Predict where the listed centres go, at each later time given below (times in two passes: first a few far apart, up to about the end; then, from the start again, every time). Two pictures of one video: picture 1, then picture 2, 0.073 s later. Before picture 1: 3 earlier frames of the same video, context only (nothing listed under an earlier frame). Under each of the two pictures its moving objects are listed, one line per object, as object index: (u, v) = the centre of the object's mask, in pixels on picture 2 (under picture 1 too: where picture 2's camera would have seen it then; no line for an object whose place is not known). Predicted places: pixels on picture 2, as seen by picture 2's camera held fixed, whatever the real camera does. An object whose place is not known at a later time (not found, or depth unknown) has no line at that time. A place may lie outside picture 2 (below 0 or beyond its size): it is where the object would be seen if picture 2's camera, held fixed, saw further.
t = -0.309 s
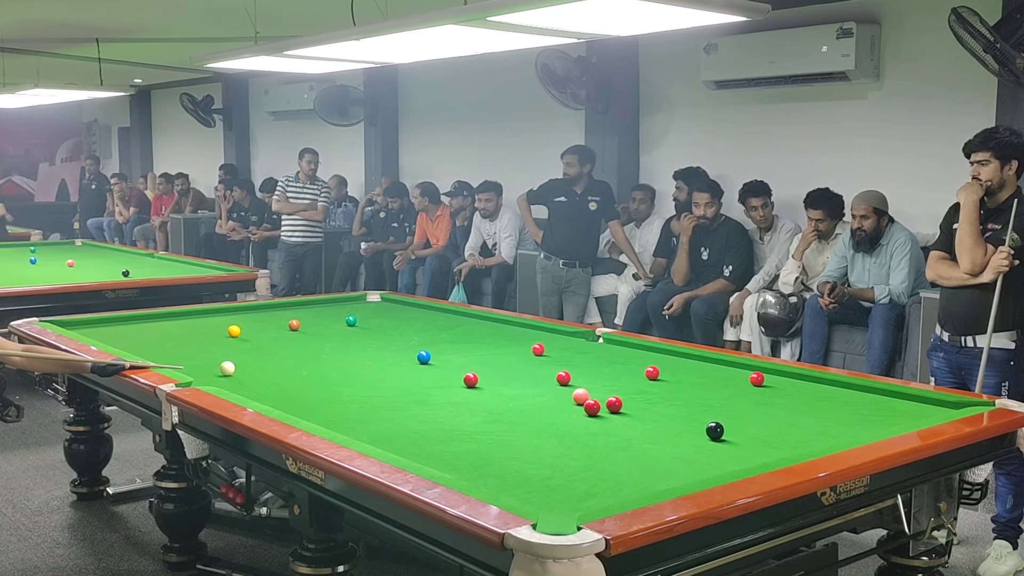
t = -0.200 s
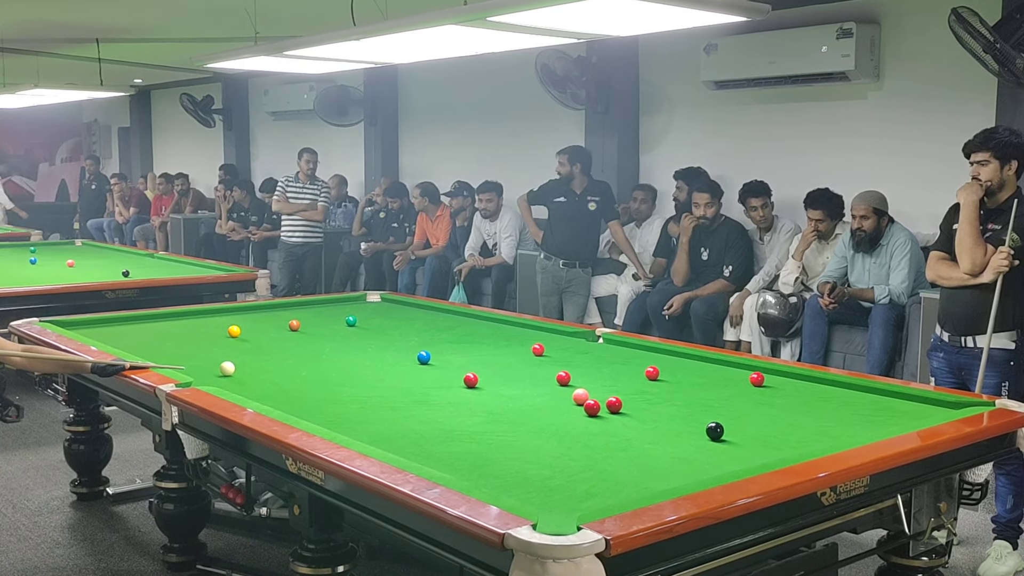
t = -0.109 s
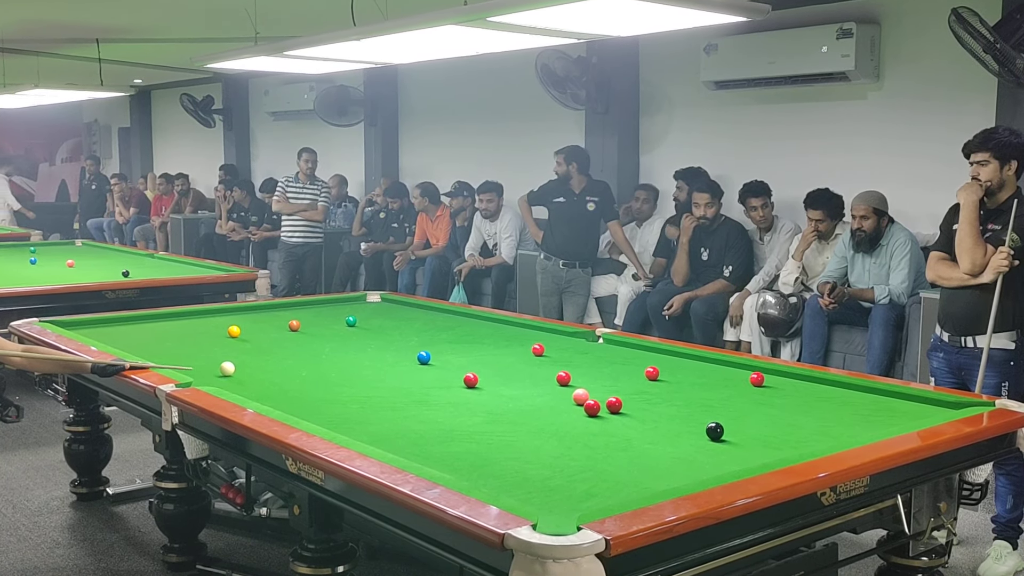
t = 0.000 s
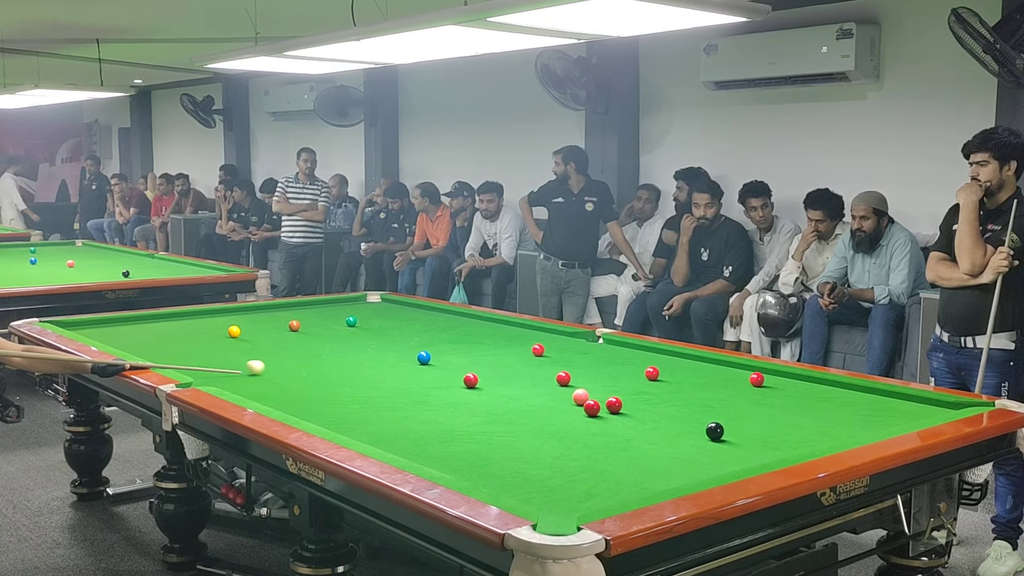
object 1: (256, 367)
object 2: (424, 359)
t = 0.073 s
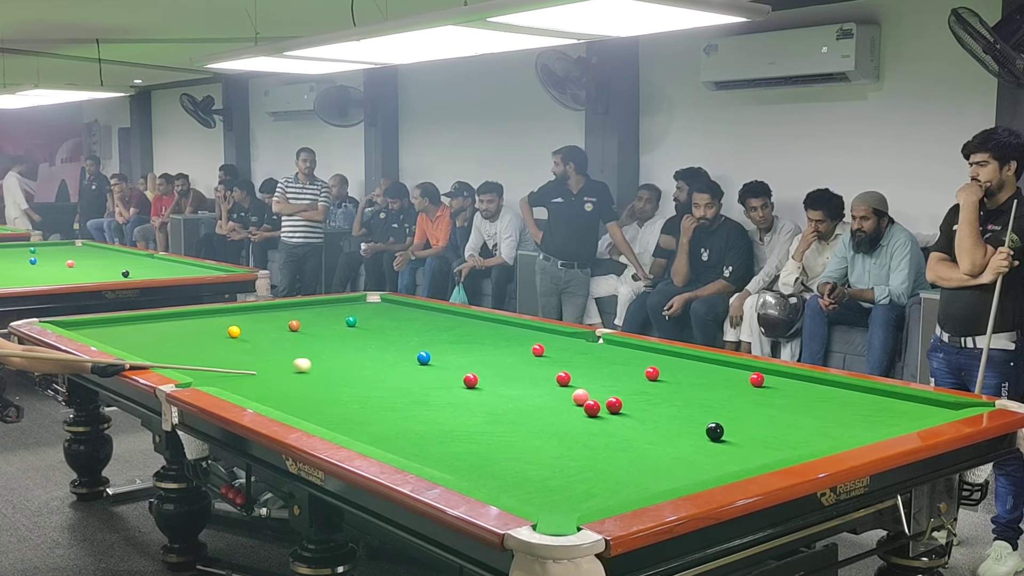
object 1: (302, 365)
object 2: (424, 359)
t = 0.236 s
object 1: (392, 360)
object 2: (424, 357)
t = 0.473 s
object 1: (429, 362)
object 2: (476, 350)
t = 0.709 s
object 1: (448, 366)
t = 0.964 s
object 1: (468, 369)
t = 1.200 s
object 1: (486, 374)
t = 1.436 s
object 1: (503, 377)
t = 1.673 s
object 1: (520, 381)
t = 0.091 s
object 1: (314, 364)
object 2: (424, 357)
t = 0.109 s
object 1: (324, 364)
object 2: (424, 358)
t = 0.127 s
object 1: (335, 363)
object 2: (424, 357)
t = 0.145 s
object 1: (345, 362)
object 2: (424, 357)
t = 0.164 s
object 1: (355, 361)
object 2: (424, 357)
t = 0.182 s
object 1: (365, 361)
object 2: (424, 357)
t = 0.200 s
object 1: (374, 361)
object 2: (424, 357)
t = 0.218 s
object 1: (383, 360)
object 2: (424, 357)
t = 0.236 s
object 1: (392, 360)
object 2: (424, 357)
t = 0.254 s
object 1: (401, 359)
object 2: (424, 357)
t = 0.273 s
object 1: (409, 359)
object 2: (424, 357)
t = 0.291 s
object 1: (413, 359)
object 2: (427, 357)
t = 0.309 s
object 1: (415, 359)
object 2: (433, 356)
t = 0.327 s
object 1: (417, 360)
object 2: (439, 355)
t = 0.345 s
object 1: (418, 360)
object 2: (444, 355)
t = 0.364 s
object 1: (420, 360)
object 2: (449, 354)
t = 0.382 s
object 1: (421, 361)
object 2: (454, 353)
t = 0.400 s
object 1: (423, 361)
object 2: (459, 353)
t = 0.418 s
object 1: (424, 361)
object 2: (464, 352)
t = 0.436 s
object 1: (426, 362)
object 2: (468, 352)
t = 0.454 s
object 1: (427, 362)
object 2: (472, 351)
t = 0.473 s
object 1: (429, 362)
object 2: (476, 350)
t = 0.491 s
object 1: (431, 362)
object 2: (480, 350)
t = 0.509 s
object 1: (432, 363)
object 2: (484, 349)
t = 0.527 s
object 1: (433, 363)
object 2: (488, 349)
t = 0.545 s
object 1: (435, 363)
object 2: (492, 348)
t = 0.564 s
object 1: (436, 364)
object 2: (495, 348)
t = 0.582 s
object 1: (438, 364)
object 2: (499, 348)
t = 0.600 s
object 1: (439, 364)
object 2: (503, 347)
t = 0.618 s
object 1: (440, 364)
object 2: (507, 347)
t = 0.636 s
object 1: (442, 365)
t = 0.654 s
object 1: (443, 365)
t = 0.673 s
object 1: (445, 365)
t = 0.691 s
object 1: (446, 366)
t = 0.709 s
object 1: (448, 366)
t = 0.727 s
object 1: (449, 366)
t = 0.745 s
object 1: (451, 366)
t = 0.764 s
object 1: (452, 367)
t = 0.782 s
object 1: (453, 367)
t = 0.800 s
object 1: (455, 367)
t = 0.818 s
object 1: (456, 367)
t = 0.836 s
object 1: (458, 368)
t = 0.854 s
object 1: (459, 368)
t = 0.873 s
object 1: (461, 368)
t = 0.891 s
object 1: (462, 368)
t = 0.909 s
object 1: (464, 368)
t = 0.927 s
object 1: (465, 369)
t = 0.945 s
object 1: (466, 369)
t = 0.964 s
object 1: (468, 369)
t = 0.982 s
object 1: (469, 369)
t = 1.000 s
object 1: (471, 369)
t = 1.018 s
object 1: (473, 369)
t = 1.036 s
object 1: (474, 369)
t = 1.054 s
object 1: (476, 370)
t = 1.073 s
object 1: (477, 370)
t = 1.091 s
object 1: (478, 371)
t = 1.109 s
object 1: (480, 371)
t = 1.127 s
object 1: (481, 372)
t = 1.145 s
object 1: (482, 373)
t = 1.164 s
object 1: (483, 373)
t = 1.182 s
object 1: (484, 373)
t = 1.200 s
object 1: (486, 374)
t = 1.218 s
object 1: (487, 374)
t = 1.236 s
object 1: (488, 374)
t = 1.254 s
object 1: (490, 374)
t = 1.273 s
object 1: (491, 375)
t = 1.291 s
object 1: (492, 375)
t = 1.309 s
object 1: (494, 375)
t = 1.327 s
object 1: (495, 376)
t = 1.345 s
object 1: (496, 376)
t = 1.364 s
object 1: (498, 376)
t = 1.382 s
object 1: (499, 376)
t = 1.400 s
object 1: (500, 377)
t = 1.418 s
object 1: (502, 377)
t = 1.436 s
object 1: (503, 377)
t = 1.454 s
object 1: (504, 377)
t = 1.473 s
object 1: (506, 378)
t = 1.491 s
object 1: (507, 378)
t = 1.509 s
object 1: (508, 378)
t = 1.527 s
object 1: (510, 379)
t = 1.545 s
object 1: (511, 379)
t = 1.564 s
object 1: (512, 379)
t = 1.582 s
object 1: (514, 379)
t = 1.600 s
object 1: (515, 380)
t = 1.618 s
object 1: (516, 380)
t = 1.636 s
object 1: (517, 380)
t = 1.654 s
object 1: (519, 380)
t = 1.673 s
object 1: (520, 381)
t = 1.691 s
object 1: (521, 381)
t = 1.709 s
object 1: (523, 381)
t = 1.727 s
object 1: (524, 381)
